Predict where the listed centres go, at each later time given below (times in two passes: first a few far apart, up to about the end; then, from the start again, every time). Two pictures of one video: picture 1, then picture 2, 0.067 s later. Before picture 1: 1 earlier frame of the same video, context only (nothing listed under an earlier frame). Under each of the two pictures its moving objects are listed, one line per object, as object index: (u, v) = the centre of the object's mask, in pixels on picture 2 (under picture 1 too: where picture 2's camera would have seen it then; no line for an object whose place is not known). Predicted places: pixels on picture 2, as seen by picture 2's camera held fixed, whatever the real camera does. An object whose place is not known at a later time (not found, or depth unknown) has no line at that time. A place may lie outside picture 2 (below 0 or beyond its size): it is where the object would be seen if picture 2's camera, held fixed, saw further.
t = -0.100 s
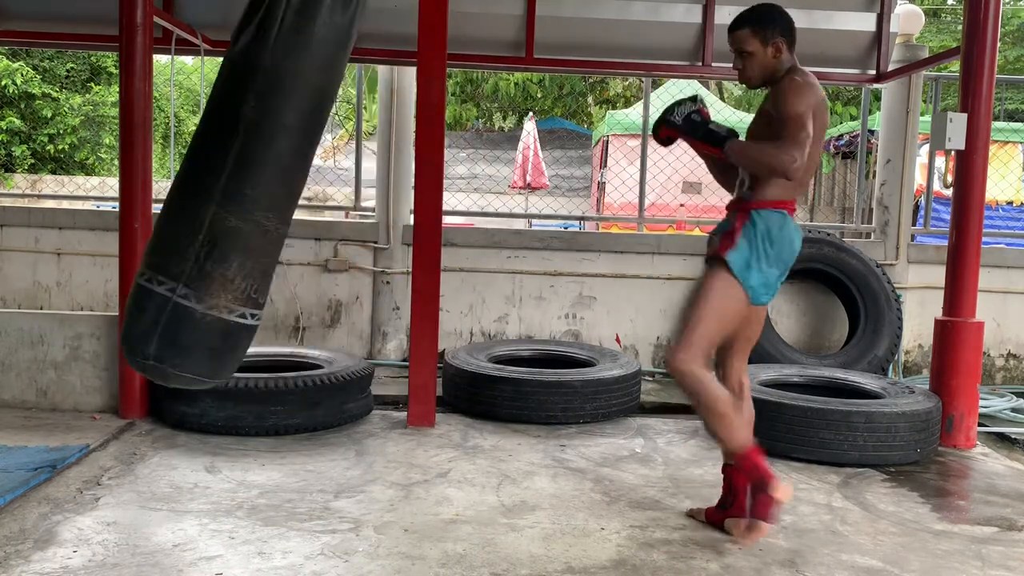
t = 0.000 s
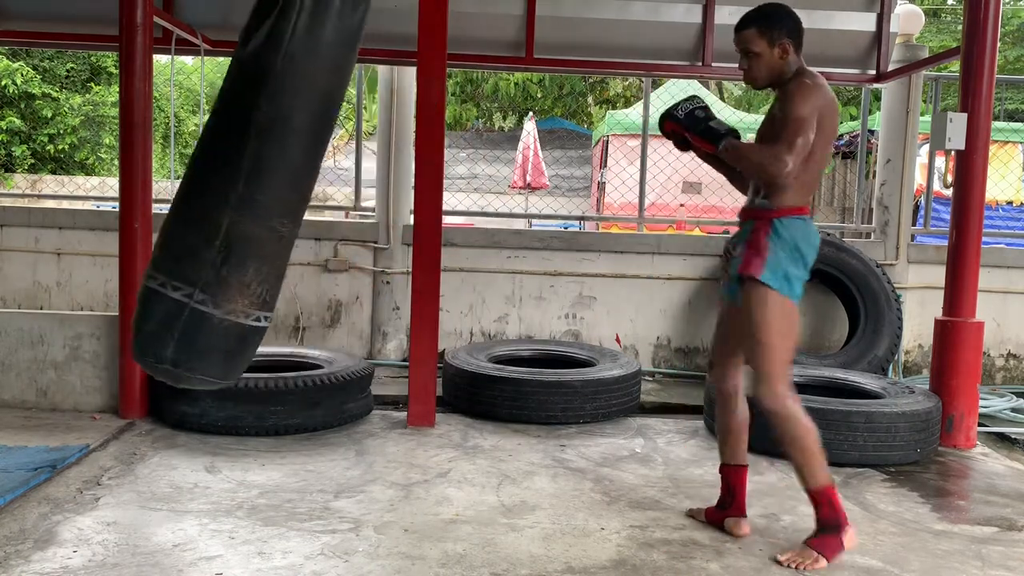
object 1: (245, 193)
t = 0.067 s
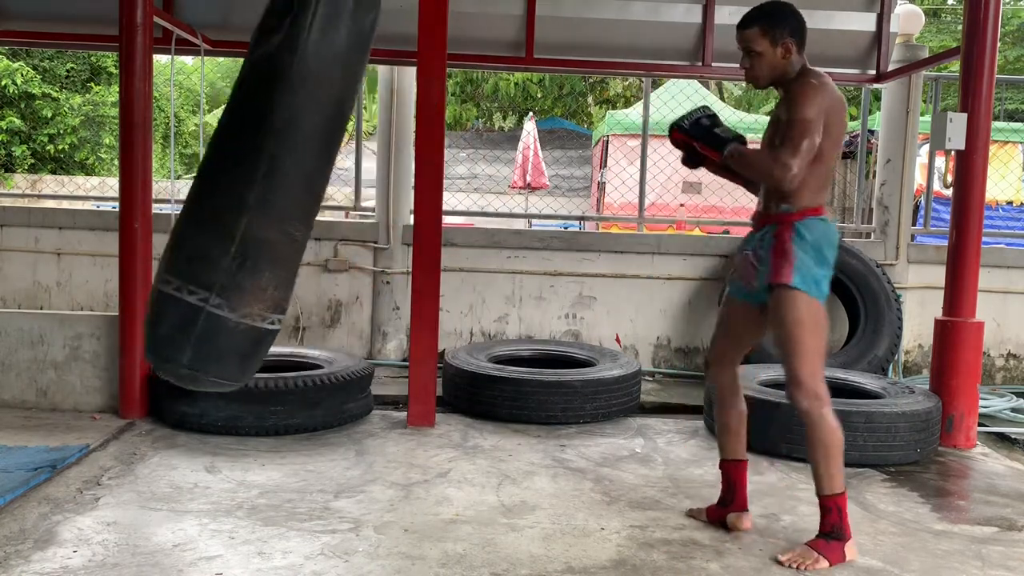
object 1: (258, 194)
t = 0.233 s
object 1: (300, 200)
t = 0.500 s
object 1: (394, 204)
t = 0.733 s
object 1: (475, 201)
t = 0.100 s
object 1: (264, 195)
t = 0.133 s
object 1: (272, 196)
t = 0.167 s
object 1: (280, 198)
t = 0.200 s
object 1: (290, 199)
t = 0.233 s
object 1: (300, 200)
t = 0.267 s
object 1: (310, 201)
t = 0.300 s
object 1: (321, 202)
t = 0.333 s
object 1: (332, 203)
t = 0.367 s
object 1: (343, 204)
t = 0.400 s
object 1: (356, 203)
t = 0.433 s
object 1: (369, 203)
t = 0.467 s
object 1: (382, 205)
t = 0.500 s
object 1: (394, 204)
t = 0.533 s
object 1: (405, 203)
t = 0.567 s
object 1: (417, 204)
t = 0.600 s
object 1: (429, 203)
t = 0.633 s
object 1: (442, 203)
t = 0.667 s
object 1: (452, 202)
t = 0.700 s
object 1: (464, 201)
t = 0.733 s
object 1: (475, 201)
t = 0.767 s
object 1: (485, 200)
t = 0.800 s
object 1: (495, 199)
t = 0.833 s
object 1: (504, 197)
